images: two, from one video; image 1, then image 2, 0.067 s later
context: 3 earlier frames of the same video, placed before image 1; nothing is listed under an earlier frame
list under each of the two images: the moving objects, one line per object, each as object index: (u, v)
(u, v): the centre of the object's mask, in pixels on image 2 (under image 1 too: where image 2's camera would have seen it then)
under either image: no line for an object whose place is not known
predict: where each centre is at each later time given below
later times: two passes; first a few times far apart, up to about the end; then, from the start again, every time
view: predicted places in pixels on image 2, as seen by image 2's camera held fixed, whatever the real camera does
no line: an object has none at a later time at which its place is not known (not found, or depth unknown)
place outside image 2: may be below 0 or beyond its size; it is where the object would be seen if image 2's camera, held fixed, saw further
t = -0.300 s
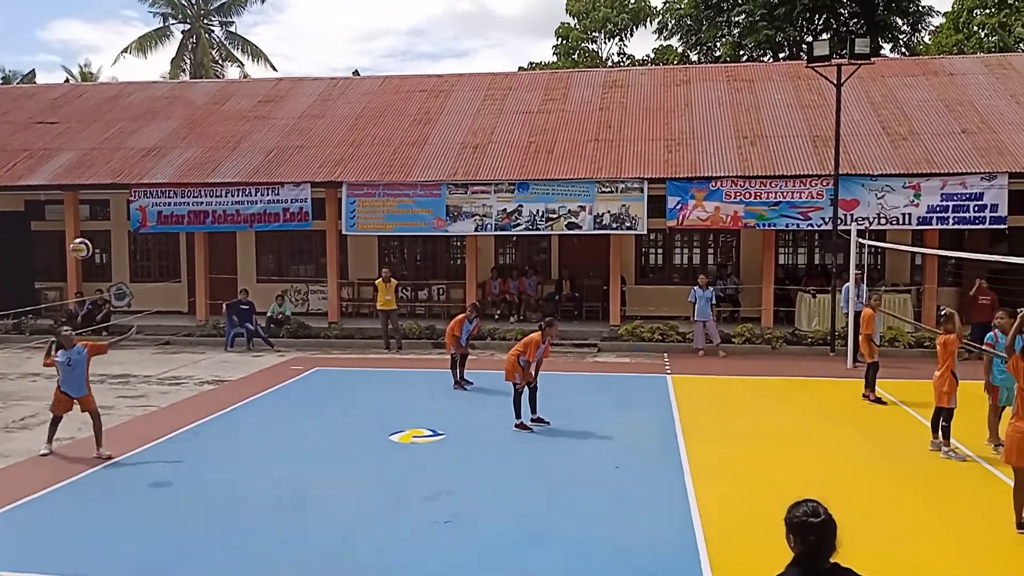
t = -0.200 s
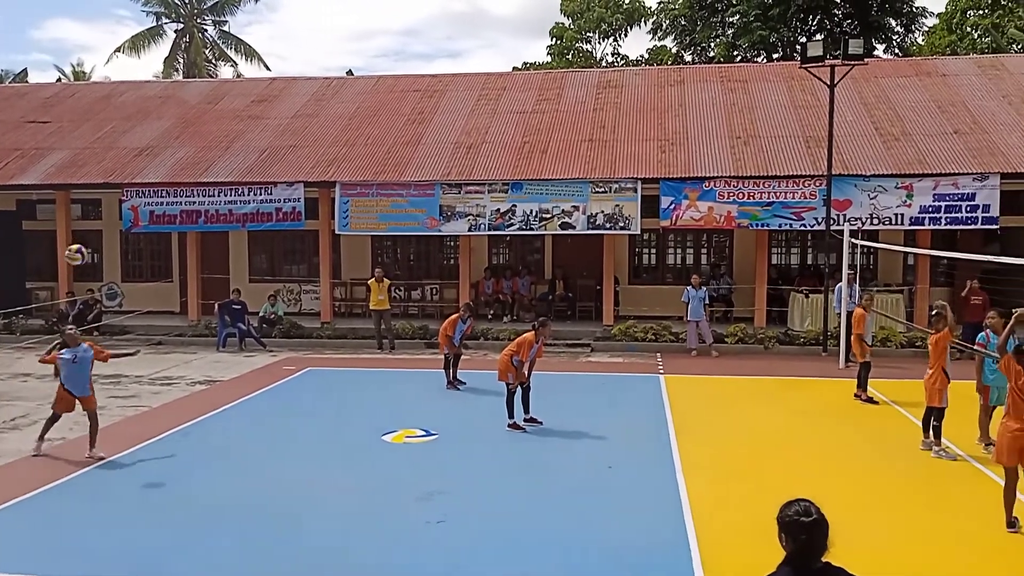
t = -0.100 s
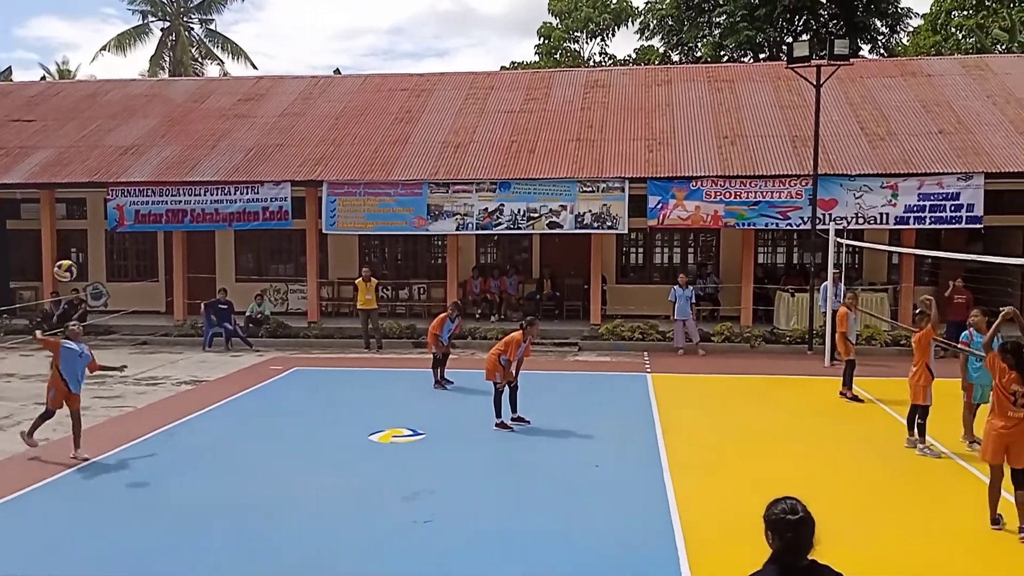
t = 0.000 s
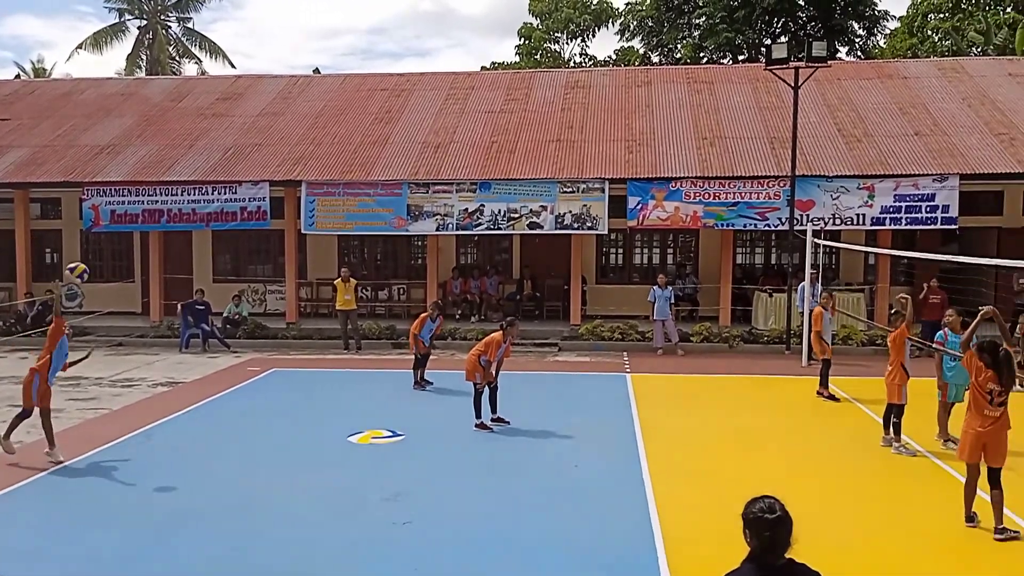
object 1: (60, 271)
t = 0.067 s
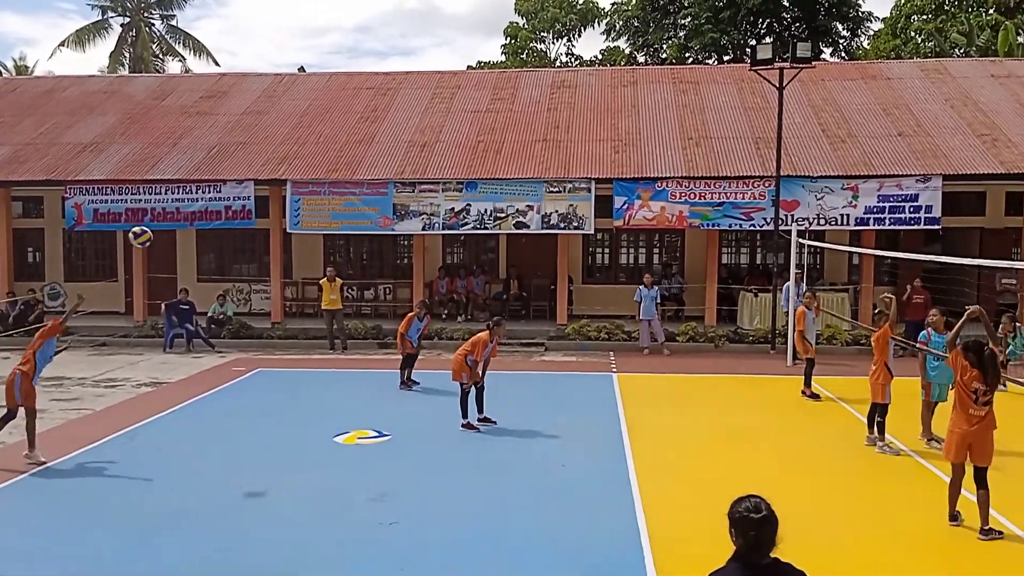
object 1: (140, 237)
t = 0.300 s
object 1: (417, 141)
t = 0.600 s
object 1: (773, 105)
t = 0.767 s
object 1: (965, 125)
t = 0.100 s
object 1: (181, 219)
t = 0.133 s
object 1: (220, 204)
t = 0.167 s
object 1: (261, 189)
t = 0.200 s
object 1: (300, 176)
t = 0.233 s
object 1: (339, 162)
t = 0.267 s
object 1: (378, 151)
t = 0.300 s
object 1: (417, 141)
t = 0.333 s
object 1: (456, 133)
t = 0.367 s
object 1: (496, 125)
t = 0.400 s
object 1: (536, 120)
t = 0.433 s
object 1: (575, 115)
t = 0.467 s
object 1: (615, 110)
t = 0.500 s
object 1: (654, 107)
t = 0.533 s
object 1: (693, 105)
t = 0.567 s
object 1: (733, 104)
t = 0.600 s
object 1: (773, 105)
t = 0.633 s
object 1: (810, 107)
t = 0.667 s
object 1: (848, 109)
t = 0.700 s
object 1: (887, 113)
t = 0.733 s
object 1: (926, 119)
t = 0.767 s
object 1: (965, 125)
